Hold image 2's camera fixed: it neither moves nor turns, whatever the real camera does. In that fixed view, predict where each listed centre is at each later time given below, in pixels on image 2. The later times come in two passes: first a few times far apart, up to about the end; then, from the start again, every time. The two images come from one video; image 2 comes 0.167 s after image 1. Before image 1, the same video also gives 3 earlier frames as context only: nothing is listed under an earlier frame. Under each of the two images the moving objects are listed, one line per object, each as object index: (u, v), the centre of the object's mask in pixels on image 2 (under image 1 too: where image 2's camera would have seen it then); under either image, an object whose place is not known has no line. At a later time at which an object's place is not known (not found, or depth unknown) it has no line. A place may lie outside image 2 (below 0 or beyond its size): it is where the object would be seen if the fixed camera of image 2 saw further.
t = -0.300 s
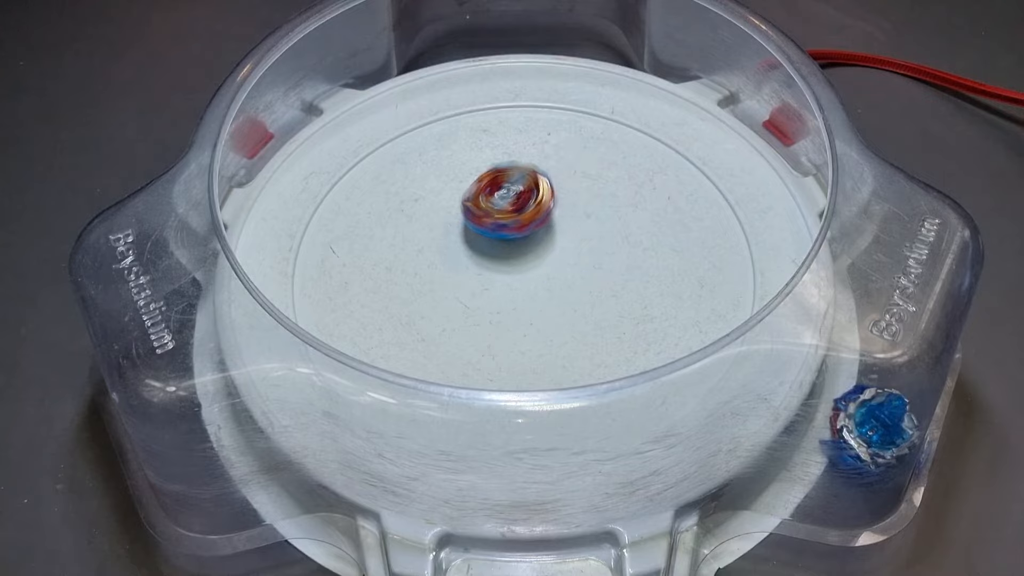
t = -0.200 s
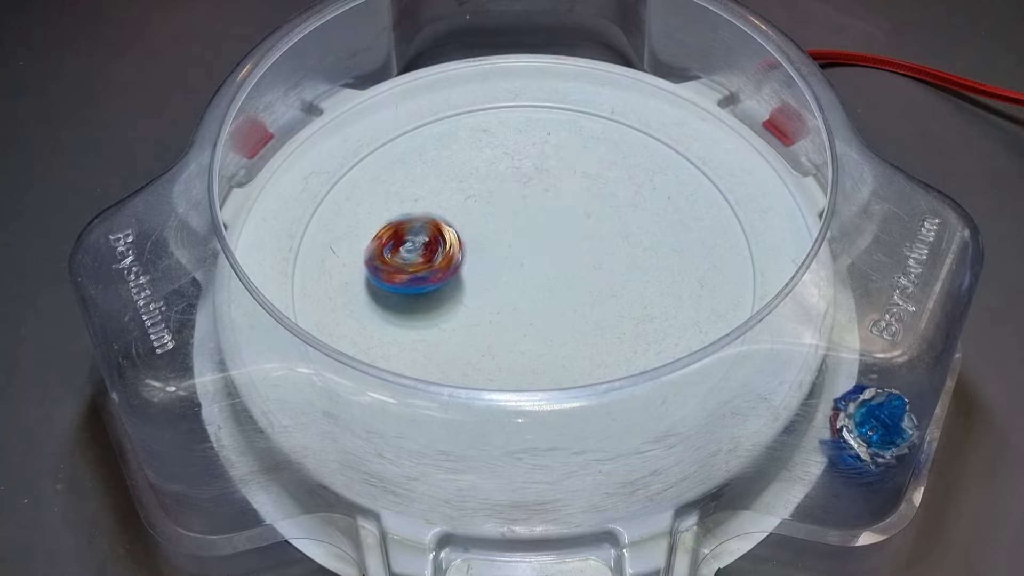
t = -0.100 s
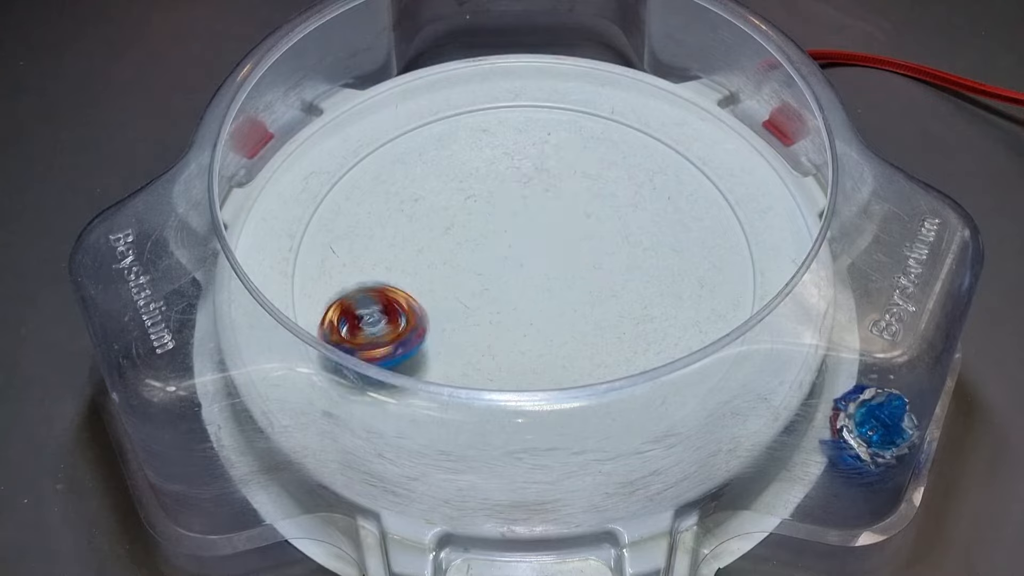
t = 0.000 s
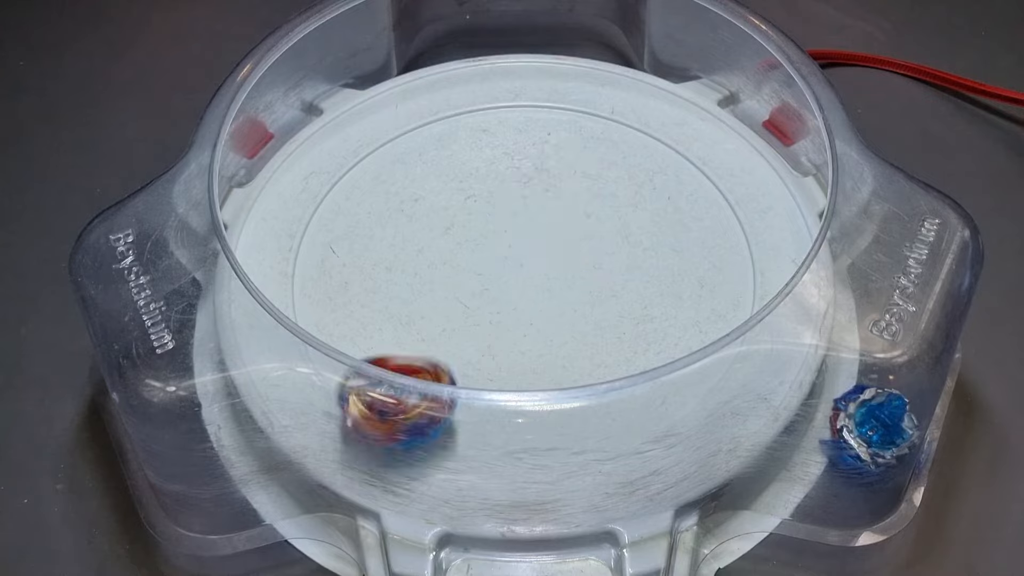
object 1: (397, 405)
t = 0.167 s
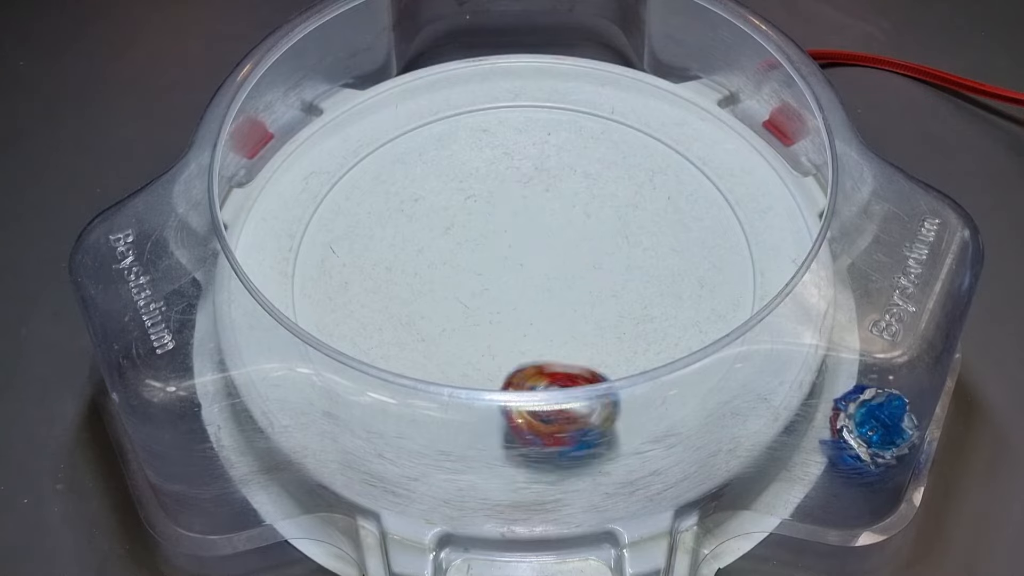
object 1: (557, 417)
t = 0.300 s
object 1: (636, 297)
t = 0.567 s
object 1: (468, 163)
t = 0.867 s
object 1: (329, 266)
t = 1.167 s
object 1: (590, 290)
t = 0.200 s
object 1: (593, 399)
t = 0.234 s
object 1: (615, 364)
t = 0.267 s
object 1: (630, 329)
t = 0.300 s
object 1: (636, 297)
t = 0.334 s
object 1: (629, 266)
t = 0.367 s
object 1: (615, 240)
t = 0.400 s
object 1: (599, 216)
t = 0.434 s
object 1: (577, 197)
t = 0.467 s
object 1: (553, 181)
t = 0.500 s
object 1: (527, 168)
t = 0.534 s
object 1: (497, 162)
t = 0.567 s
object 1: (468, 163)
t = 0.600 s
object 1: (440, 163)
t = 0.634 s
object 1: (413, 167)
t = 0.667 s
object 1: (388, 173)
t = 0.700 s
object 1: (363, 184)
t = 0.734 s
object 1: (341, 197)
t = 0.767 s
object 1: (330, 212)
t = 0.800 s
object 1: (323, 227)
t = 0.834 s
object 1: (323, 246)
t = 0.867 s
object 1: (329, 266)
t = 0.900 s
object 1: (343, 295)
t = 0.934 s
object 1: (371, 318)
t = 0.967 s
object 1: (405, 334)
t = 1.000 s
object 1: (443, 342)
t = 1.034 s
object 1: (479, 346)
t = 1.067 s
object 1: (517, 340)
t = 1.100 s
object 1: (548, 327)
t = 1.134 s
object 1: (570, 308)
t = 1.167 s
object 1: (590, 290)
